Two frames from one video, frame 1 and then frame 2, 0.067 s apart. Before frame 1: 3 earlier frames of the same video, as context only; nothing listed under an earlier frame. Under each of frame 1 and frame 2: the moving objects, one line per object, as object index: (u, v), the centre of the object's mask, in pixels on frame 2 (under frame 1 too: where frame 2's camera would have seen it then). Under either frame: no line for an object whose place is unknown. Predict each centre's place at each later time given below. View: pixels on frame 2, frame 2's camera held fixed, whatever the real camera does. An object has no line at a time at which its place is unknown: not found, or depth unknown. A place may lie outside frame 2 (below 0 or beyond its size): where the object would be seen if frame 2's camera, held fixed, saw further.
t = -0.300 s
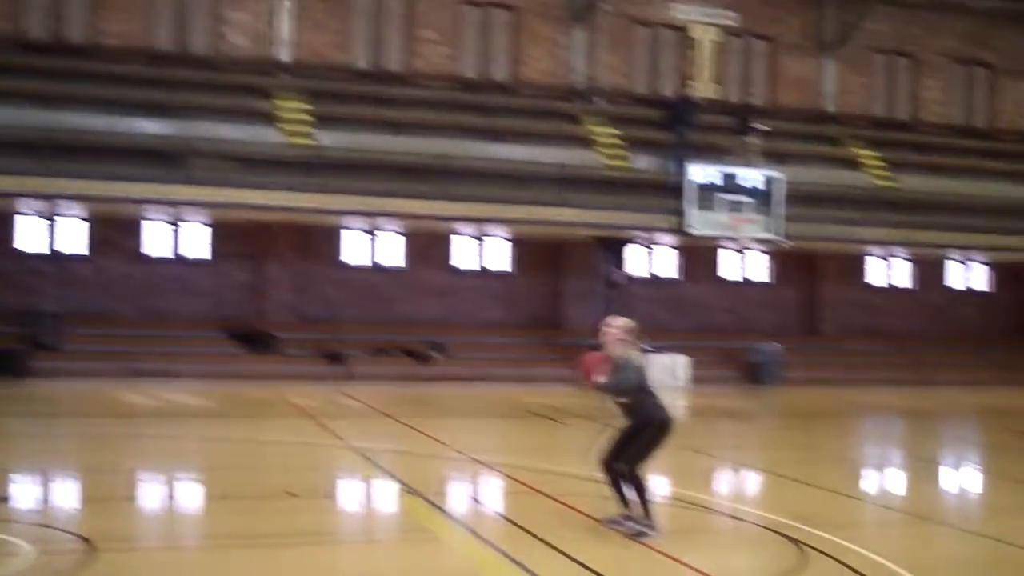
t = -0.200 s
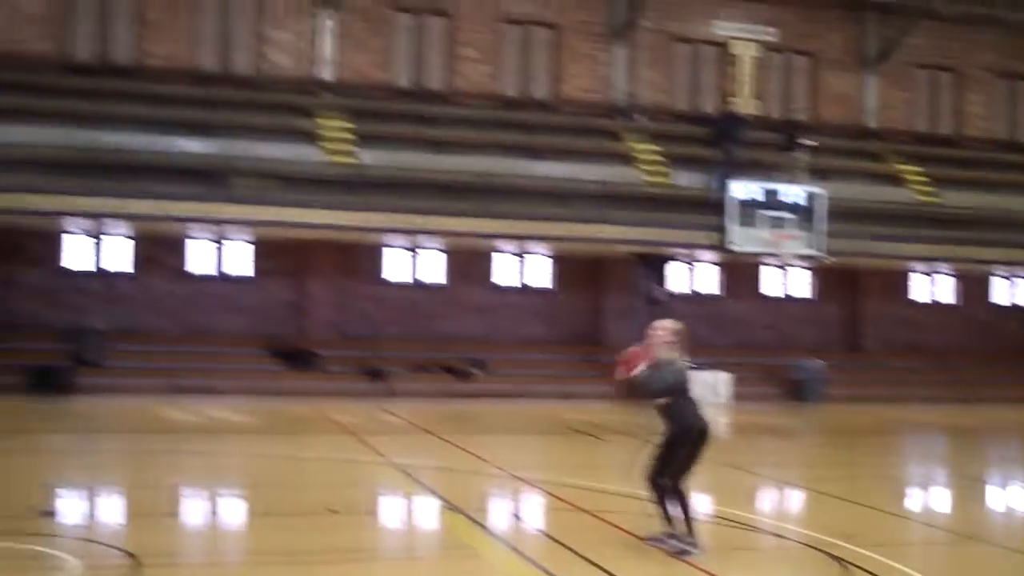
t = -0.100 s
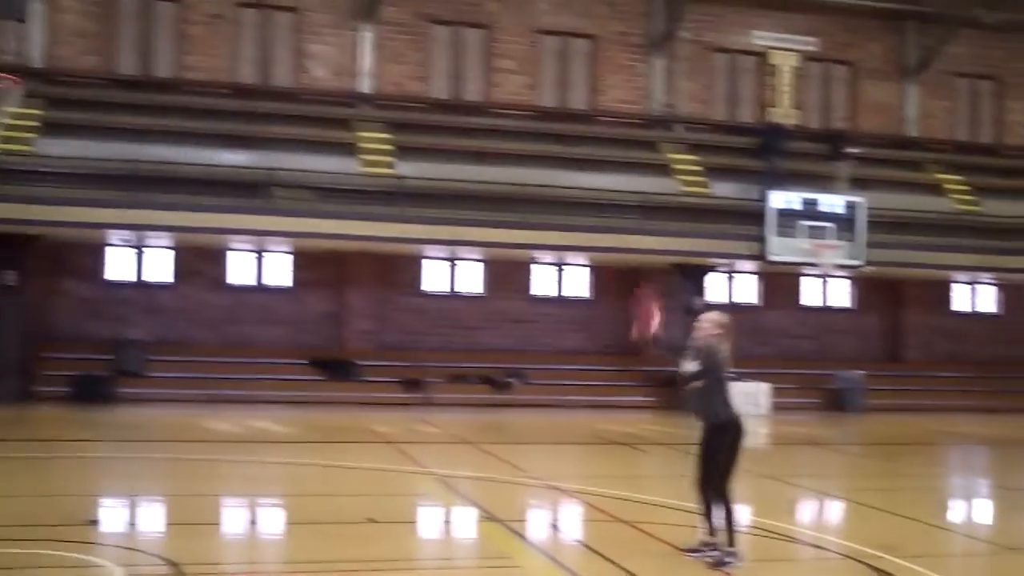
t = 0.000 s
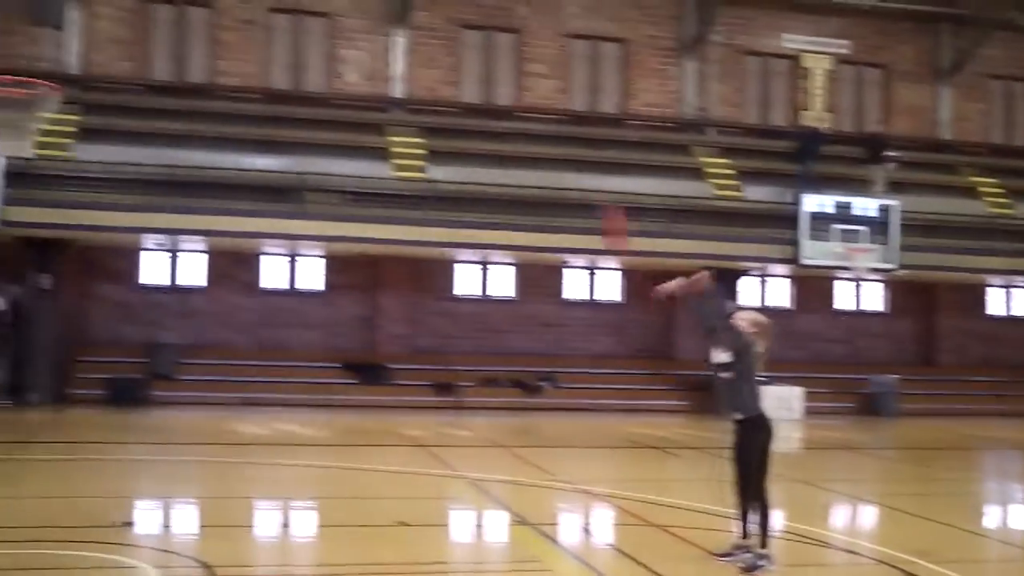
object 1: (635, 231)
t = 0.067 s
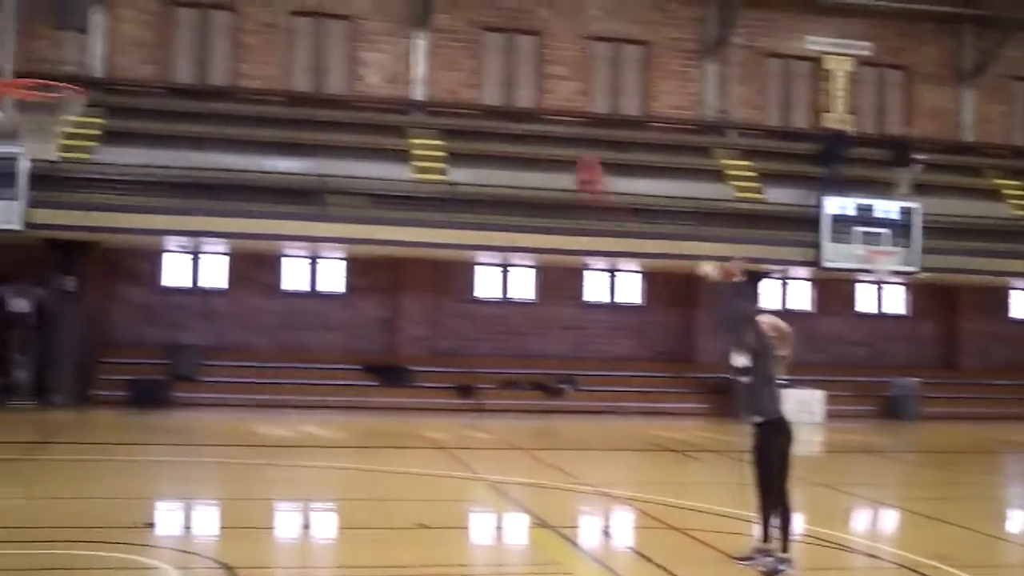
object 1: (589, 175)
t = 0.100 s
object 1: (567, 154)
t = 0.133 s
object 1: (545, 130)
